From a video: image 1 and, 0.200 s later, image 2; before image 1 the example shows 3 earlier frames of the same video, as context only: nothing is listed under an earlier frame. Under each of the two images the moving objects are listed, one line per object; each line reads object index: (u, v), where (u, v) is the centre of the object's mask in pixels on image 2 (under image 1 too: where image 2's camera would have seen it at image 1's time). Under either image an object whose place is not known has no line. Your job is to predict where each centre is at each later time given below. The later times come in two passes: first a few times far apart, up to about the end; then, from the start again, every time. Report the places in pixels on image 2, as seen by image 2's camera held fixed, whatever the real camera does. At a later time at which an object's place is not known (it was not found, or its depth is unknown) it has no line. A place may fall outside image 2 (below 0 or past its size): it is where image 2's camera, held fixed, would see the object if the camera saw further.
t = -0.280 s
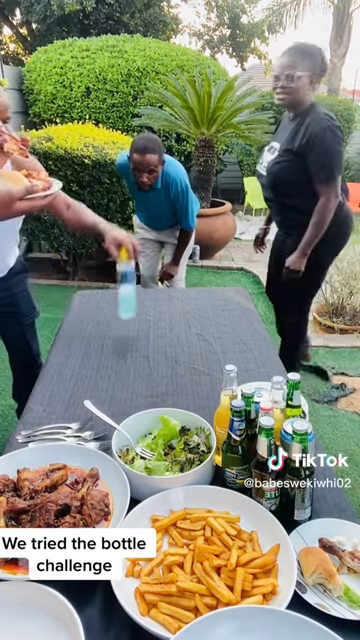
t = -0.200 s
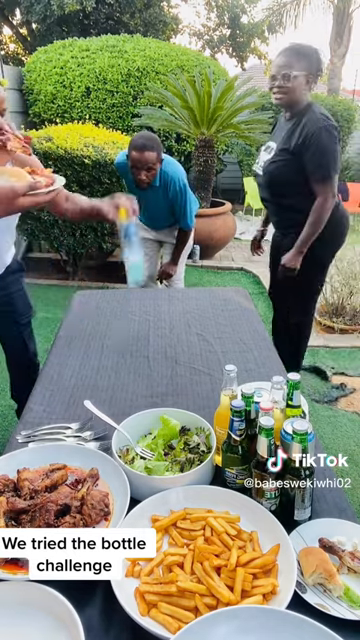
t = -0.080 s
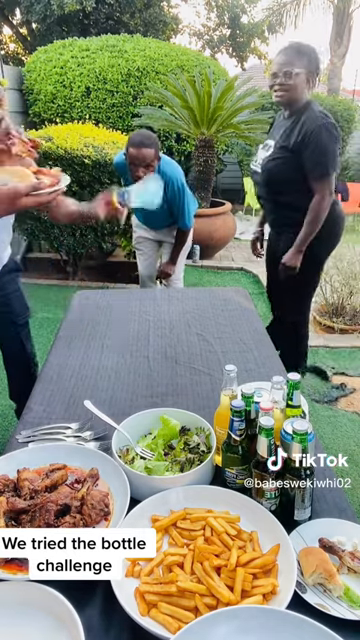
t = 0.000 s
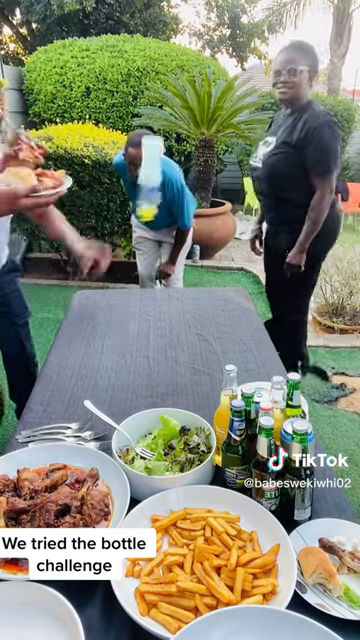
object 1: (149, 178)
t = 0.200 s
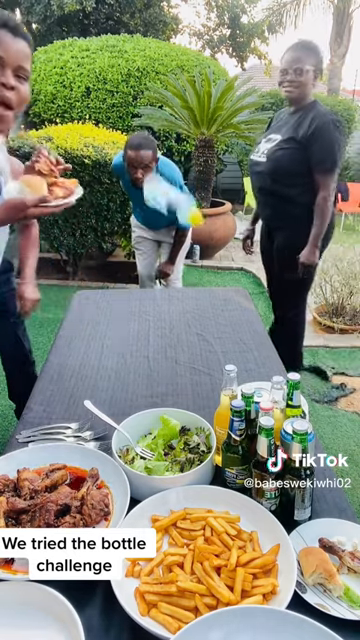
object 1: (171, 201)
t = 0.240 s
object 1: (173, 224)
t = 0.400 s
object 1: (195, 340)
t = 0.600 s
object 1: (206, 349)
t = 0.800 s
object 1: (209, 348)
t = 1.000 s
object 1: (206, 349)
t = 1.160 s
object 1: (203, 350)
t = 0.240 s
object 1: (173, 224)
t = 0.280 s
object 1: (177, 250)
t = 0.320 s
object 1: (181, 281)
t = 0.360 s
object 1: (184, 317)
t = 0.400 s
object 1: (195, 340)
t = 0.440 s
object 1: (196, 345)
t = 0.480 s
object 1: (200, 348)
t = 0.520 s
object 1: (203, 349)
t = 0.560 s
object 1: (205, 349)
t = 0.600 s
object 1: (206, 349)
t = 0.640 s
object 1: (207, 349)
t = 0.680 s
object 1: (208, 349)
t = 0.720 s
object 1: (208, 349)
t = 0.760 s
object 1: (208, 348)
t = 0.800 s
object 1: (209, 348)
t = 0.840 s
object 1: (208, 348)
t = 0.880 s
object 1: (208, 349)
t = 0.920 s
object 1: (208, 349)
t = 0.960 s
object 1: (208, 349)
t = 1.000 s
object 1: (206, 349)
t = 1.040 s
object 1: (206, 350)
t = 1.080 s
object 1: (205, 350)
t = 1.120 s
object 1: (204, 350)
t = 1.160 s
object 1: (203, 350)
